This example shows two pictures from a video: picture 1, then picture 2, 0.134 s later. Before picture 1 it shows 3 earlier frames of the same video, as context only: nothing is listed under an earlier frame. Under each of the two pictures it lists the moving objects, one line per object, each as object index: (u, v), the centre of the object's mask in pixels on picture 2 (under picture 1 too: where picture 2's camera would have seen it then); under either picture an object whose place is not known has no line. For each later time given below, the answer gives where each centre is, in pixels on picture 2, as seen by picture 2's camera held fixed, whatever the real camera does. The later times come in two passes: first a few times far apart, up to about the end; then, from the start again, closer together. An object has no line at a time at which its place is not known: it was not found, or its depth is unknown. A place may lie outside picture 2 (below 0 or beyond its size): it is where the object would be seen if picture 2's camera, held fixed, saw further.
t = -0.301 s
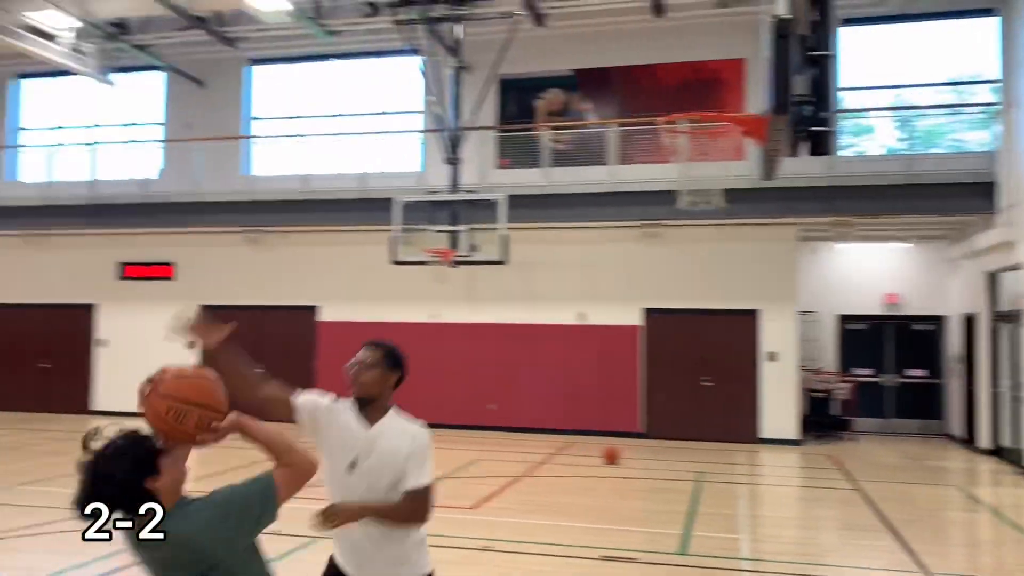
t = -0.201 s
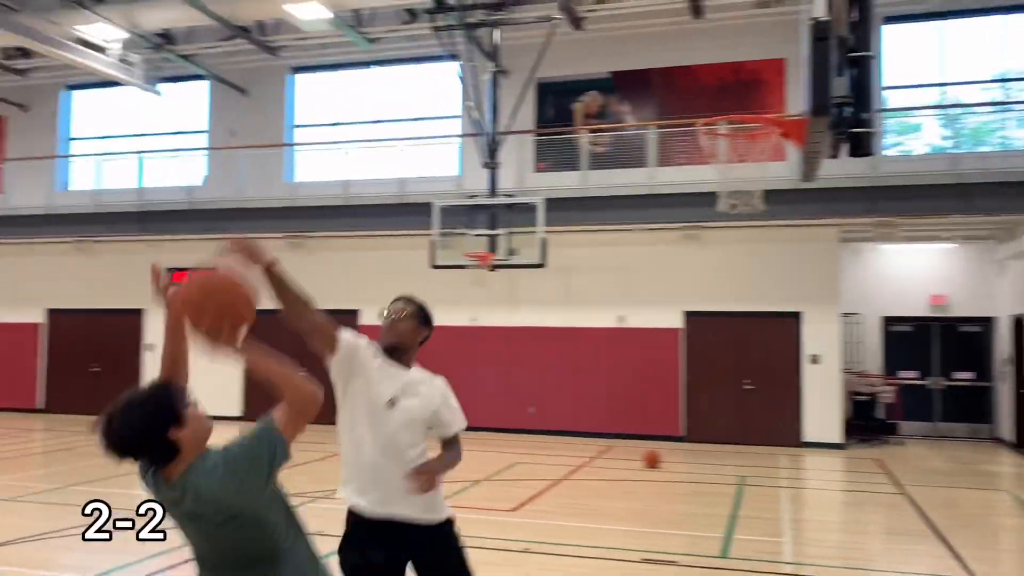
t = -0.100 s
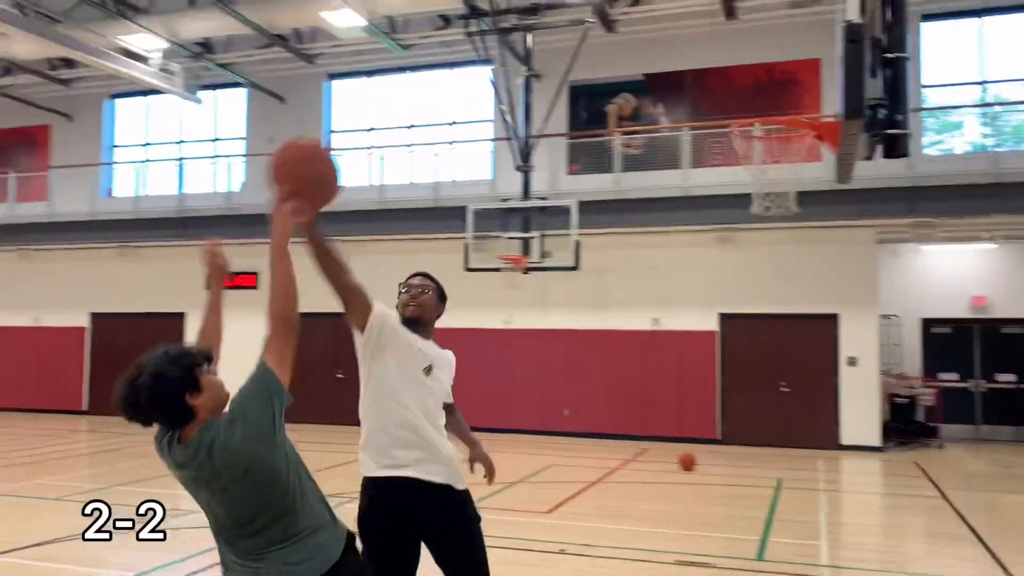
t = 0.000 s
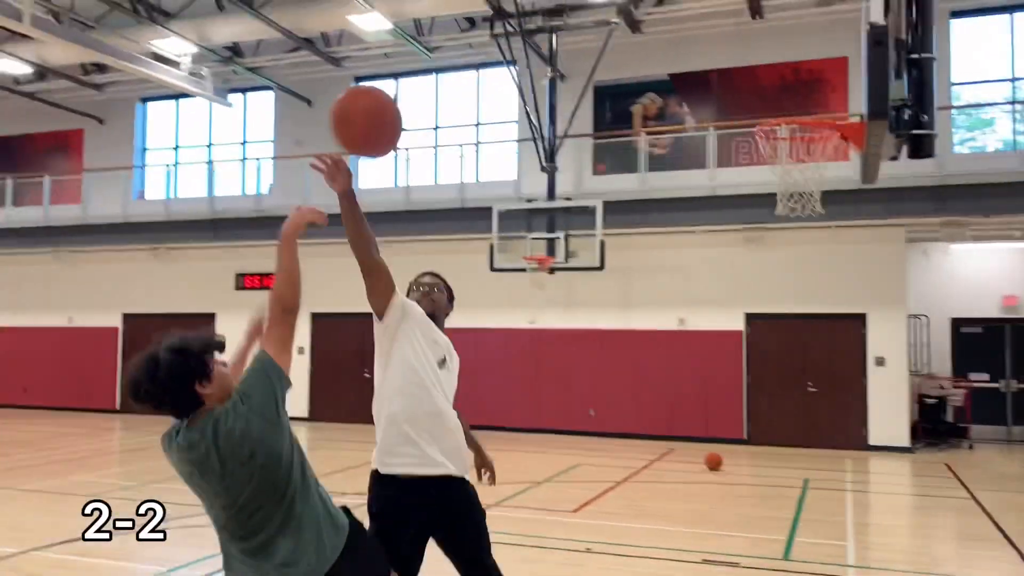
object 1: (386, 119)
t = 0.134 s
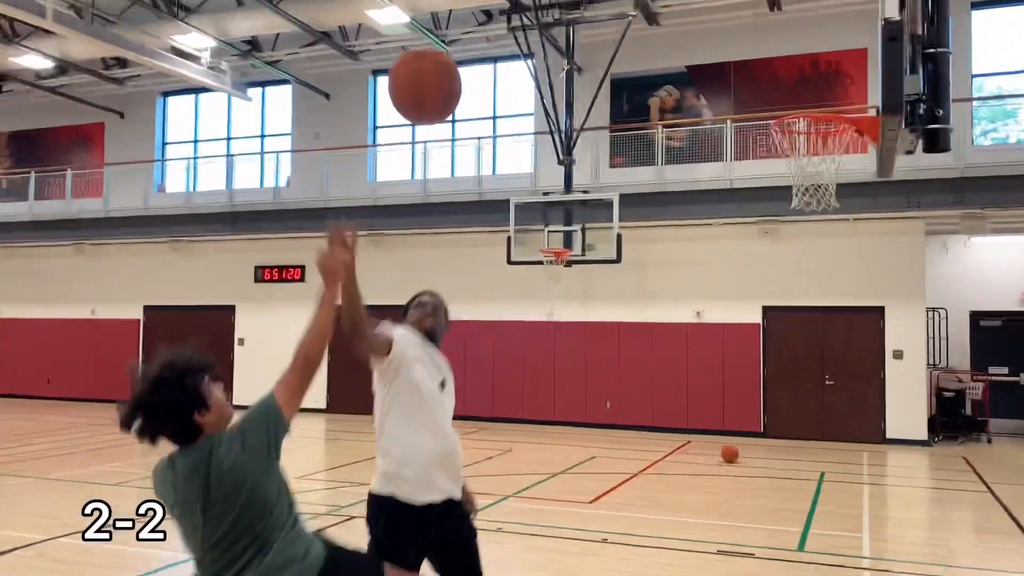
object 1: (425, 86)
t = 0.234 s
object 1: (457, 98)
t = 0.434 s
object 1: (528, 231)
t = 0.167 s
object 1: (435, 86)
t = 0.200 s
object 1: (446, 90)
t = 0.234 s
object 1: (457, 98)
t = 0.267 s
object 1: (468, 110)
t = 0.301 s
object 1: (478, 125)
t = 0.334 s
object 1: (489, 145)
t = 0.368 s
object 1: (501, 170)
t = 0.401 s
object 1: (514, 198)
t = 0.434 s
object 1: (528, 231)
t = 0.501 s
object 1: (555, 314)
